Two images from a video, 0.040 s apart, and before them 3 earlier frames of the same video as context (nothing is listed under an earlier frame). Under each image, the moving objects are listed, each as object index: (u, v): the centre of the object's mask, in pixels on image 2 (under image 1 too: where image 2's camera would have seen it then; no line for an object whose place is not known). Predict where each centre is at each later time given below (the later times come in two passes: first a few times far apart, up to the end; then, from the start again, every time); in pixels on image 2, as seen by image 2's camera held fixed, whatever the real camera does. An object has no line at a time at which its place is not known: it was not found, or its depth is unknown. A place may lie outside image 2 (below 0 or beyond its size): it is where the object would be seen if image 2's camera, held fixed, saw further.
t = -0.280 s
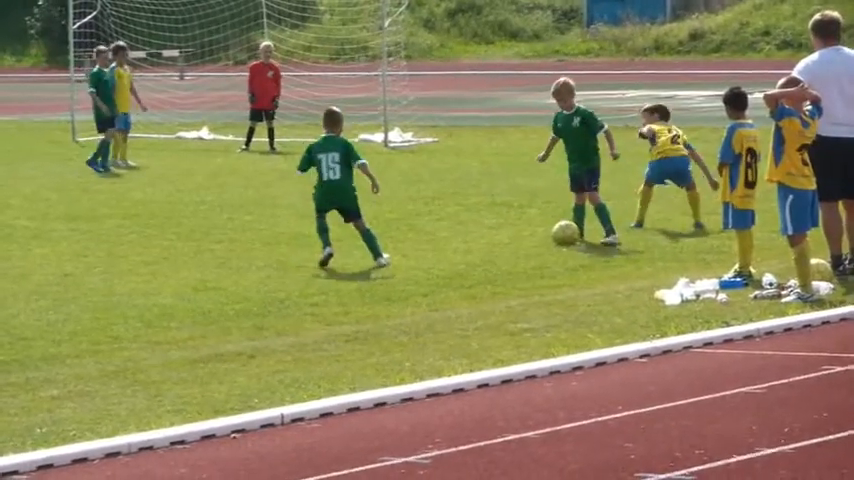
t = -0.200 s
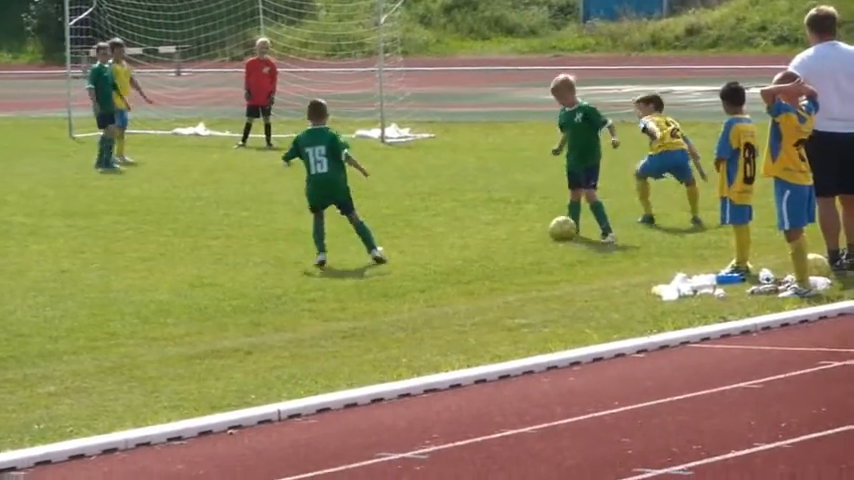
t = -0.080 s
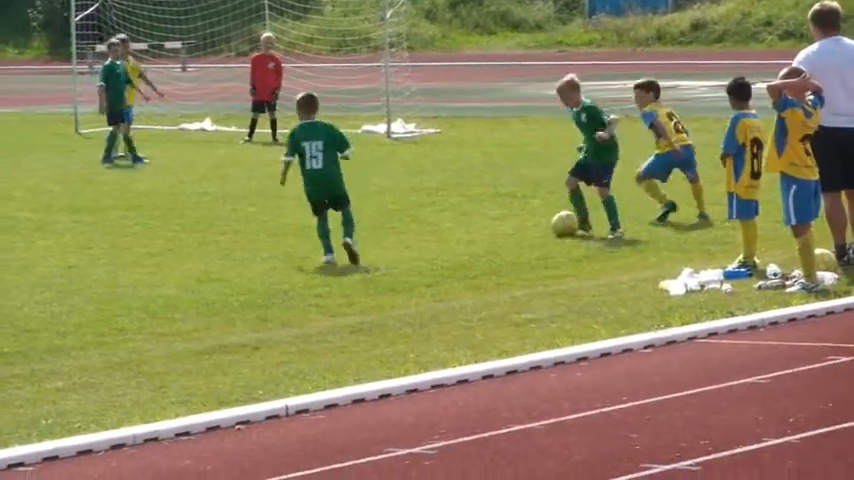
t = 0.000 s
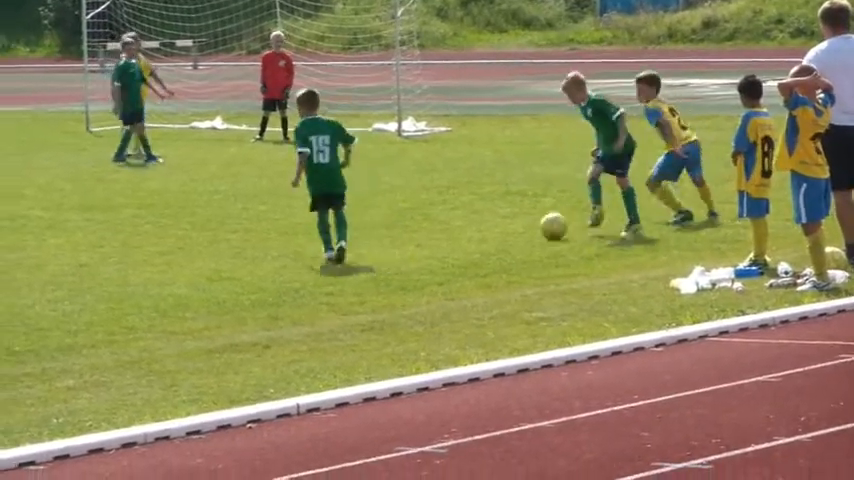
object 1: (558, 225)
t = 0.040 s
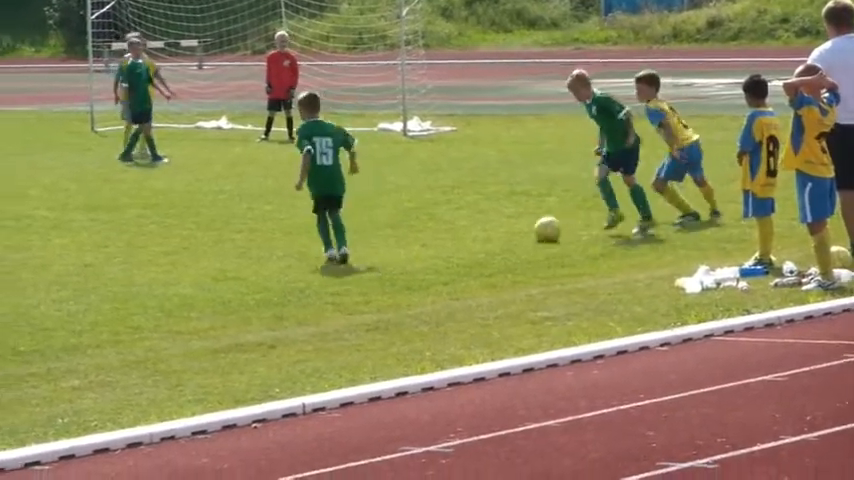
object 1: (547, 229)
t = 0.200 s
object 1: (515, 232)
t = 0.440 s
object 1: (476, 240)
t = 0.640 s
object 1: (449, 247)
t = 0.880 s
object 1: (420, 251)
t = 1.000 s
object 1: (405, 263)
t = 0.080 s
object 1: (538, 232)
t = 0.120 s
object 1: (530, 231)
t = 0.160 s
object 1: (522, 230)
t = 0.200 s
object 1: (515, 232)
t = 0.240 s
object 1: (507, 236)
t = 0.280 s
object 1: (499, 240)
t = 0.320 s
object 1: (494, 238)
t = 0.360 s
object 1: (488, 236)
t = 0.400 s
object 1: (482, 237)
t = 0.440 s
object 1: (476, 240)
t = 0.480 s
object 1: (470, 245)
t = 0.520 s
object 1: (463, 248)
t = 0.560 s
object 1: (459, 246)
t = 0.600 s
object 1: (454, 245)
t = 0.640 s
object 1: (449, 247)
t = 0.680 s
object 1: (443, 251)
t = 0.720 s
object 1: (438, 256)
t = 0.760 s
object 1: (433, 256)
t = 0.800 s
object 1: (428, 253)
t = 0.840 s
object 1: (423, 251)
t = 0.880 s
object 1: (420, 251)
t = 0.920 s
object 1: (413, 254)
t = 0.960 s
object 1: (409, 259)
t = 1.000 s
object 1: (405, 263)
